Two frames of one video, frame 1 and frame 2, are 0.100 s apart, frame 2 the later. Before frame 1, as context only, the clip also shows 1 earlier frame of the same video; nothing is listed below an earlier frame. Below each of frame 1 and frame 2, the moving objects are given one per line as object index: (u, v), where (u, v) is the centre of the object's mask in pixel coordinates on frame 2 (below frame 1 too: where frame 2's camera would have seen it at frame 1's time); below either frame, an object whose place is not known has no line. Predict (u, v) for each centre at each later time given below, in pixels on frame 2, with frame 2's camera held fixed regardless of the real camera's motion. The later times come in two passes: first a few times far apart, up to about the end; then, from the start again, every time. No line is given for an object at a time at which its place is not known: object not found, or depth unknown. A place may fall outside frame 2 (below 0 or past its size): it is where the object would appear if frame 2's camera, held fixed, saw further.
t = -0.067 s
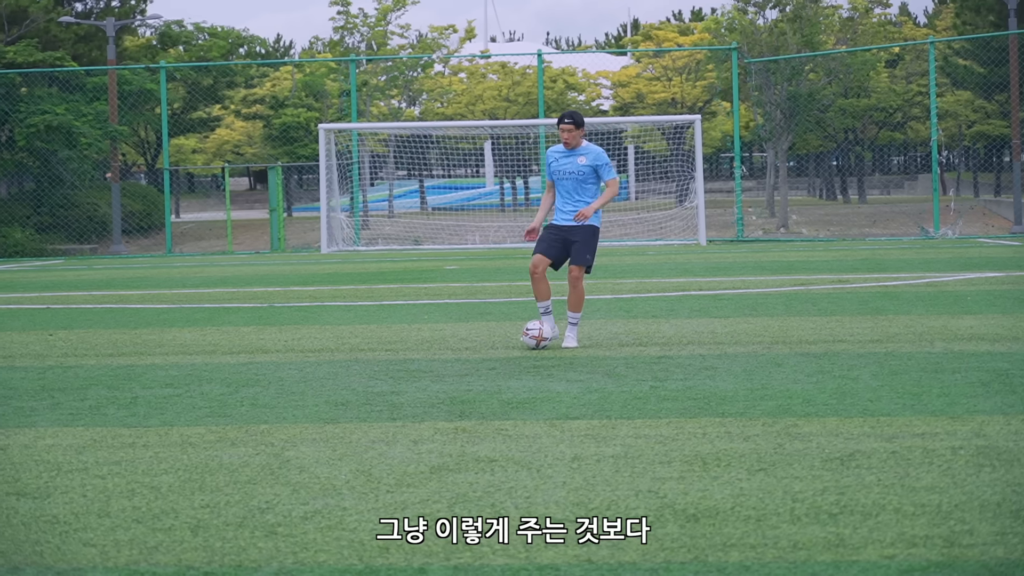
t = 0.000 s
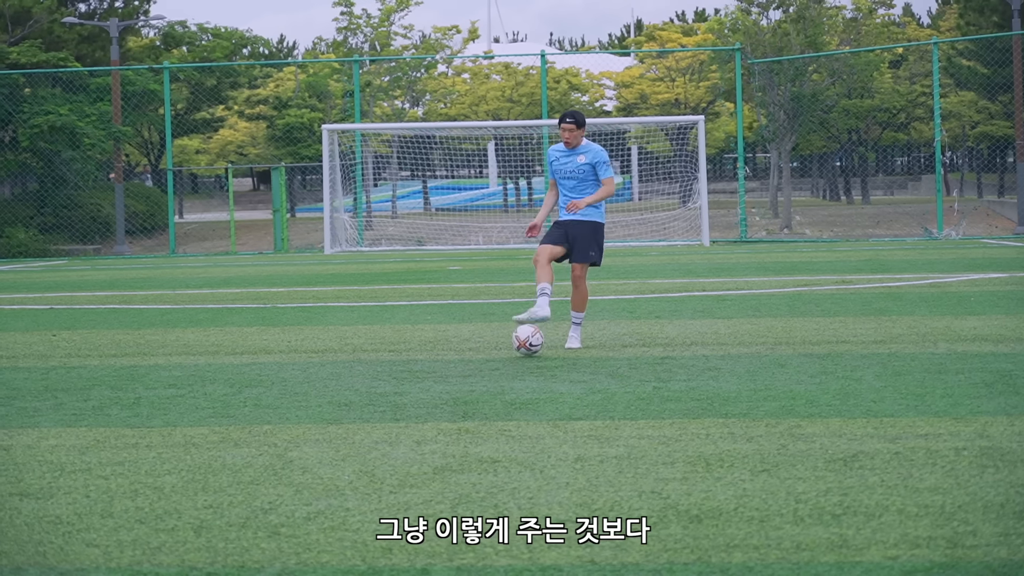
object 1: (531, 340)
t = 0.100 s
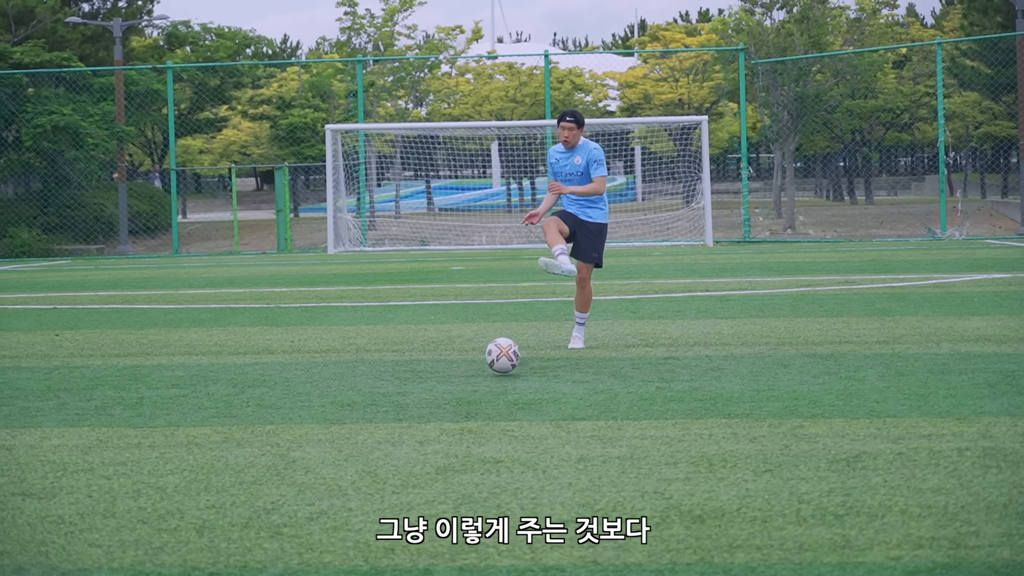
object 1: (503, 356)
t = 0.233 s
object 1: (471, 384)
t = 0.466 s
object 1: (409, 439)
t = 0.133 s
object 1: (494, 362)
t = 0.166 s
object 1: (486, 371)
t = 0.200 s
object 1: (478, 378)
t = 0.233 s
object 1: (471, 384)
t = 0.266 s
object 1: (463, 391)
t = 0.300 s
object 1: (455, 396)
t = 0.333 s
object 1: (447, 403)
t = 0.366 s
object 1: (439, 411)
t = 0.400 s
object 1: (431, 415)
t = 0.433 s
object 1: (418, 427)
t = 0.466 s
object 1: (409, 439)
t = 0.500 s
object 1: (400, 449)
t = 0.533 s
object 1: (391, 451)
